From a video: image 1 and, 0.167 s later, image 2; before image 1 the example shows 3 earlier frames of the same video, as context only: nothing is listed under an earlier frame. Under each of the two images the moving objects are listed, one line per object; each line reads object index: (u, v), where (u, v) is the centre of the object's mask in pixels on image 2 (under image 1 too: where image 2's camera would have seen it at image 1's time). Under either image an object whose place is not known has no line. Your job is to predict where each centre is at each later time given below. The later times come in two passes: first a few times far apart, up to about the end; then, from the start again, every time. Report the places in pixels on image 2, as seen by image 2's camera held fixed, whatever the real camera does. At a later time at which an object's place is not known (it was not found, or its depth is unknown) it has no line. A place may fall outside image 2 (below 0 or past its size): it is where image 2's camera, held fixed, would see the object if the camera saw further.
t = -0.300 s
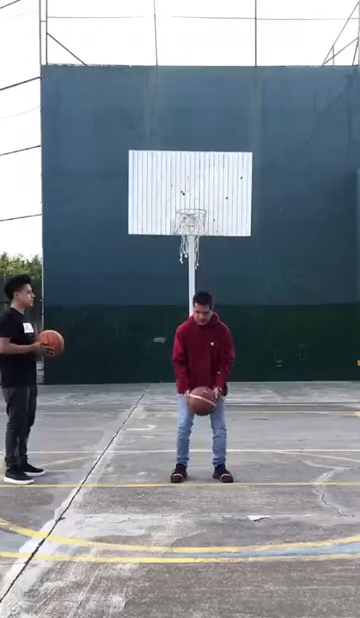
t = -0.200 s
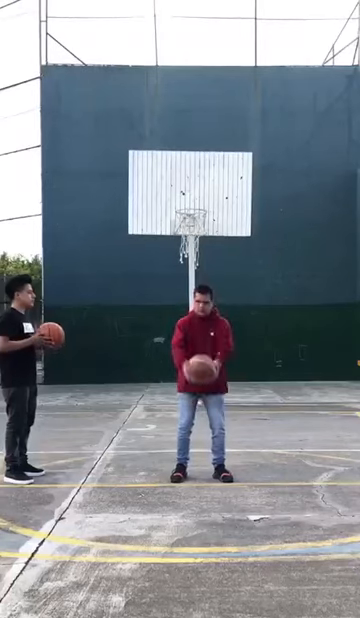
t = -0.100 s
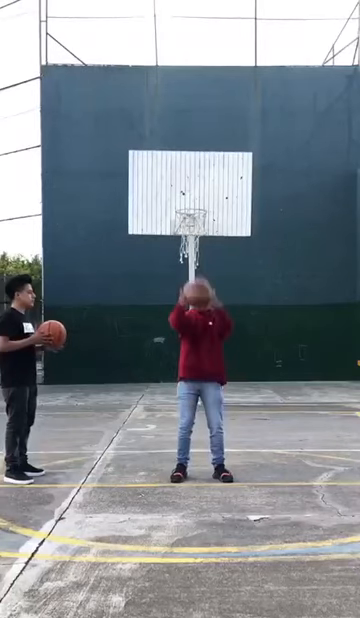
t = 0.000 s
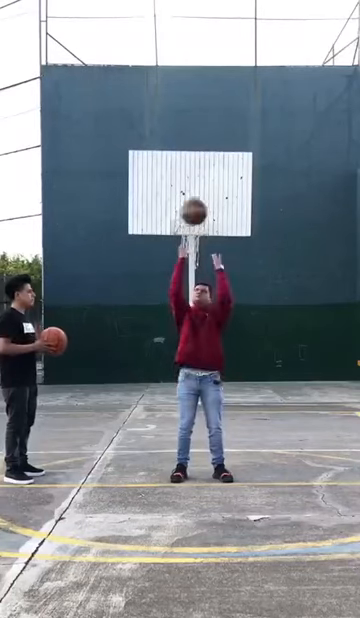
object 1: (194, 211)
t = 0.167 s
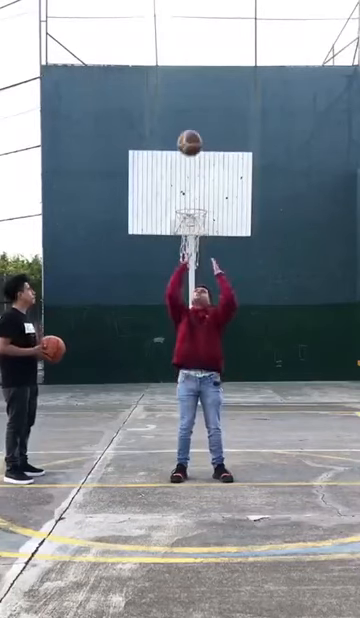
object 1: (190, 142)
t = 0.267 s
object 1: (187, 121)
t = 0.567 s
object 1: (183, 120)
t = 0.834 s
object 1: (179, 171)
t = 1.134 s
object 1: (190, 189)
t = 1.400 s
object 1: (211, 201)
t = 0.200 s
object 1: (189, 134)
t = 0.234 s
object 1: (188, 127)
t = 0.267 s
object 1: (187, 121)
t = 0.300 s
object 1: (187, 117)
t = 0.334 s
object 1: (186, 115)
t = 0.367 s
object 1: (186, 113)
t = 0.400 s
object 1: (186, 112)
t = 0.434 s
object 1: (185, 112)
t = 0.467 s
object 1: (184, 112)
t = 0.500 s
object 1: (184, 114)
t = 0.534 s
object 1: (183, 116)
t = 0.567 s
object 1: (183, 120)
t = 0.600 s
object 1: (182, 124)
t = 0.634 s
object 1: (182, 128)
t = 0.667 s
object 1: (182, 134)
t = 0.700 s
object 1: (181, 139)
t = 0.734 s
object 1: (180, 147)
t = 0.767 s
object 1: (180, 154)
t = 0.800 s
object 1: (180, 163)
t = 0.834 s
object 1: (179, 171)
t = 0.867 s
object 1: (179, 179)
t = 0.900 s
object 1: (179, 184)
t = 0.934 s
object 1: (179, 198)
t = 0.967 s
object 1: (178, 201)
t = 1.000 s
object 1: (180, 200)
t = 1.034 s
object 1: (183, 196)
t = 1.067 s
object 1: (185, 193)
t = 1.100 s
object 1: (188, 190)
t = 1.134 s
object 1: (190, 189)
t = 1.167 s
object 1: (193, 187)
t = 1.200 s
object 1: (195, 187)
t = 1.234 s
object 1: (198, 187)
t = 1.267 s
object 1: (201, 189)
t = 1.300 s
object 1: (203, 191)
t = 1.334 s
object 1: (206, 194)
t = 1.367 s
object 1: (209, 199)
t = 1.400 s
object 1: (211, 201)
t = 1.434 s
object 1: (214, 207)
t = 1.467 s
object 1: (217, 214)
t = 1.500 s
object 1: (220, 222)
